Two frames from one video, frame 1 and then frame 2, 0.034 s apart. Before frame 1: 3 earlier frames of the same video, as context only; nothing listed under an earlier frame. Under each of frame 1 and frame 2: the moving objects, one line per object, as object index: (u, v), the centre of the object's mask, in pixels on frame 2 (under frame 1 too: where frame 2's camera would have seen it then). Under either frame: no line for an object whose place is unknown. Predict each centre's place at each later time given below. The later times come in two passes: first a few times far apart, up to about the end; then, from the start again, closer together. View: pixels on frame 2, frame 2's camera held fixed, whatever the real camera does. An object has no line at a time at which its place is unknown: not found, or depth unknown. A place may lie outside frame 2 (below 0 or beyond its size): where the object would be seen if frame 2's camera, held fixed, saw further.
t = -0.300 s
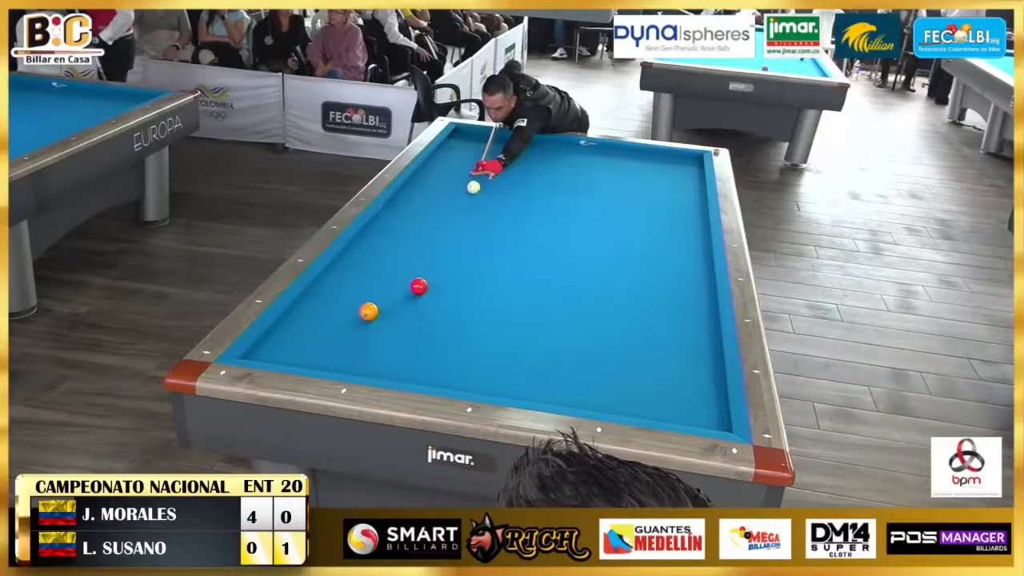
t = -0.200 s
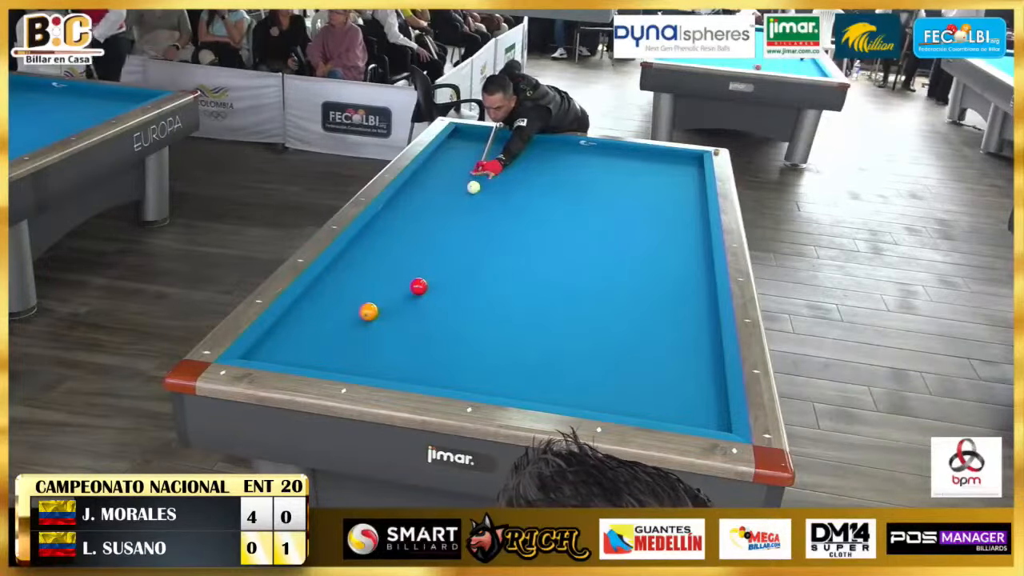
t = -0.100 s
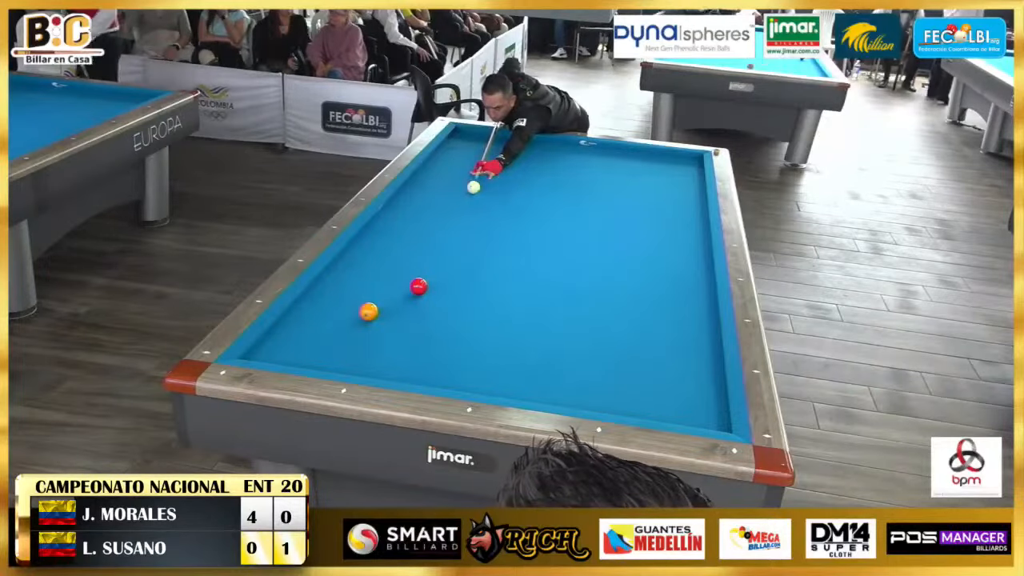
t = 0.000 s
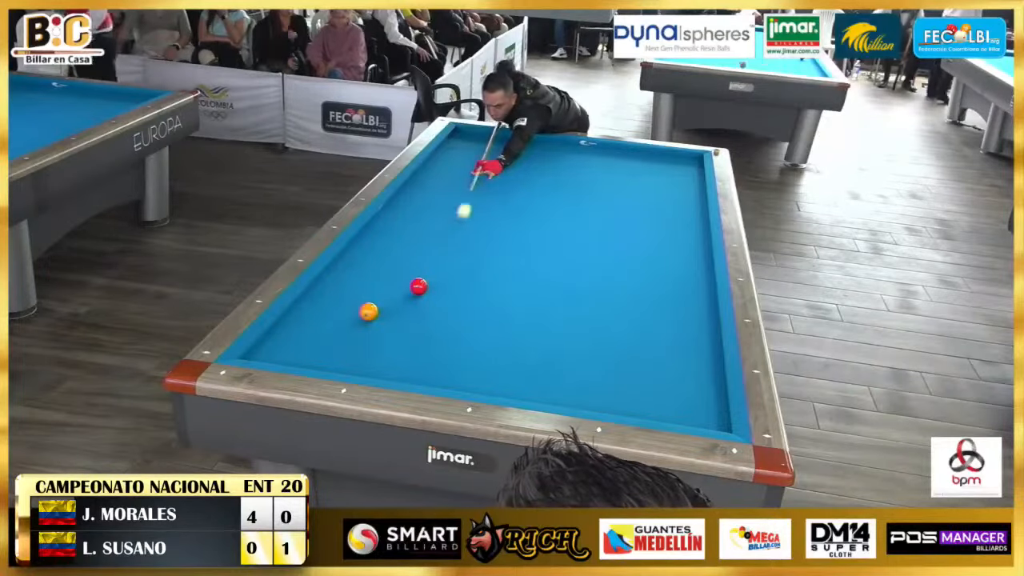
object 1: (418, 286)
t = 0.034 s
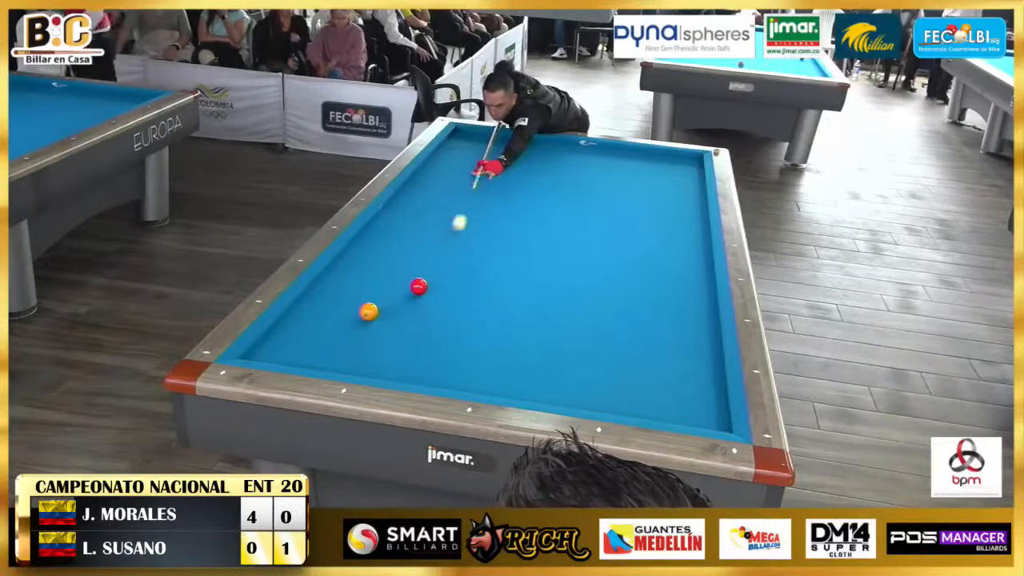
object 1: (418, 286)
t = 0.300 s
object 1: (355, 296)
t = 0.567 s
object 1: (320, 327)
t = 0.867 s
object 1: (365, 367)
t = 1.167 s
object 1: (440, 367)
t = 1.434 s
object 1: (507, 360)
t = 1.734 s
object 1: (577, 352)
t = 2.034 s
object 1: (642, 345)
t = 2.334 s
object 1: (703, 338)
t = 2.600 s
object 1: (685, 321)
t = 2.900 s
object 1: (653, 302)
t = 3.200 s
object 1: (625, 284)
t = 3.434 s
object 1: (608, 269)
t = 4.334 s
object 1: (536, 229)
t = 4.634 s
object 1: (520, 220)
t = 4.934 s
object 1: (505, 211)
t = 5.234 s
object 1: (490, 201)
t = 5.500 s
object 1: (477, 193)
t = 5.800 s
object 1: (464, 185)
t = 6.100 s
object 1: (452, 178)
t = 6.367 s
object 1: (442, 171)
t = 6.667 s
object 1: (432, 165)
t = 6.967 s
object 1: (434, 161)
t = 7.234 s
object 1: (443, 159)
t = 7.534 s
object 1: (451, 156)
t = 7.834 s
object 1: (459, 154)
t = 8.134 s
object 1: (467, 153)
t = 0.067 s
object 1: (418, 286)
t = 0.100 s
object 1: (418, 286)
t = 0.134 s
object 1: (418, 286)
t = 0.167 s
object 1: (418, 286)
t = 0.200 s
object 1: (409, 287)
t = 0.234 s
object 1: (391, 290)
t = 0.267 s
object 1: (373, 293)
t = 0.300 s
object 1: (355, 296)
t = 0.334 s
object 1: (338, 300)
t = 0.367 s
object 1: (321, 303)
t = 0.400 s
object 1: (304, 305)
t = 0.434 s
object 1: (295, 309)
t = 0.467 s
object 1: (302, 314)
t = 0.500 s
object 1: (308, 318)
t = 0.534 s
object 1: (315, 323)
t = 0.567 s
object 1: (320, 327)
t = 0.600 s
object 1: (325, 331)
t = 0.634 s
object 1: (330, 335)
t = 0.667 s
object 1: (335, 340)
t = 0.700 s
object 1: (340, 344)
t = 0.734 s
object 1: (345, 348)
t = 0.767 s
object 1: (350, 353)
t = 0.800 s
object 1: (355, 358)
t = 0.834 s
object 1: (360, 362)
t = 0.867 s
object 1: (365, 367)
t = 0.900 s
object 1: (371, 371)
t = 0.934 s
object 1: (378, 373)
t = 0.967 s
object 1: (387, 372)
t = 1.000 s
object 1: (397, 372)
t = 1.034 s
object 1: (406, 371)
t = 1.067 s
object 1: (415, 370)
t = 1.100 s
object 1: (424, 369)
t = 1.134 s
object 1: (432, 368)
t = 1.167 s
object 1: (440, 367)
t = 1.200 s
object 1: (449, 366)
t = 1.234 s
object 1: (458, 365)
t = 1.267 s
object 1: (466, 364)
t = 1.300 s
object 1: (475, 363)
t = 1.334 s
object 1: (483, 362)
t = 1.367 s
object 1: (491, 361)
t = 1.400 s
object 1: (499, 361)
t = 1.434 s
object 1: (507, 360)
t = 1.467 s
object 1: (515, 359)
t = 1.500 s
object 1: (524, 358)
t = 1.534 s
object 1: (532, 357)
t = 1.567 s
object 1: (539, 356)
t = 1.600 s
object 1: (547, 355)
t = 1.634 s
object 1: (554, 354)
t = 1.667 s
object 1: (562, 354)
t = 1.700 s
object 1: (570, 353)
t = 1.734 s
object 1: (577, 352)
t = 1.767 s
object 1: (585, 351)
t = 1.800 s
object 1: (592, 350)
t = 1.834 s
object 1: (599, 350)
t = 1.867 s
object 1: (607, 349)
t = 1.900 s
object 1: (614, 348)
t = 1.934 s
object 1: (621, 347)
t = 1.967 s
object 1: (628, 346)
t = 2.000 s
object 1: (635, 345)
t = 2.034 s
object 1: (642, 345)
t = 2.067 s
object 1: (649, 344)
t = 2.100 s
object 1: (656, 343)
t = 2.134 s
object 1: (663, 342)
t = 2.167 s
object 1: (670, 342)
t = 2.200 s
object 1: (676, 341)
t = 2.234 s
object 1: (683, 340)
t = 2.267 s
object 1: (690, 339)
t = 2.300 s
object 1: (696, 339)
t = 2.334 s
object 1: (703, 338)
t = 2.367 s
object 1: (709, 337)
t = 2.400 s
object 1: (710, 335)
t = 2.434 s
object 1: (705, 333)
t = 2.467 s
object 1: (700, 330)
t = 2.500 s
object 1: (696, 328)
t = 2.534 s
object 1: (692, 325)
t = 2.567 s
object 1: (689, 323)
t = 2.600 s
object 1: (685, 321)
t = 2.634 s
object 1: (681, 319)
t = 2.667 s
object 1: (677, 316)
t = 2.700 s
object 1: (674, 314)
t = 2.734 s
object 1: (670, 312)
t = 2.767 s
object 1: (667, 310)
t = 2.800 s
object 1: (663, 308)
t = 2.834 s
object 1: (660, 306)
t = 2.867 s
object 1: (657, 303)
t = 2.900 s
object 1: (653, 302)
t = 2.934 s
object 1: (650, 299)
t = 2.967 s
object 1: (647, 298)
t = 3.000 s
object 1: (643, 295)
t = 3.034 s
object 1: (641, 294)
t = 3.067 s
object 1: (637, 292)
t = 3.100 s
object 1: (634, 290)
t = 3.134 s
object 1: (631, 288)
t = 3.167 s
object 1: (628, 286)
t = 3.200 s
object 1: (625, 284)
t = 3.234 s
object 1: (622, 282)
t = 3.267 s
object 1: (619, 280)
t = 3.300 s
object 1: (616, 279)
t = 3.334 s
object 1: (613, 277)
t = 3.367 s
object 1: (610, 275)
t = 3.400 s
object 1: (608, 272)
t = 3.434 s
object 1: (608, 269)
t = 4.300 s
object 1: (543, 230)
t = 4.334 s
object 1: (536, 229)
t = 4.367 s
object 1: (538, 229)
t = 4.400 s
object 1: (535, 229)
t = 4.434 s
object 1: (534, 228)
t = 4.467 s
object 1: (532, 227)
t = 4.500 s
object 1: (529, 226)
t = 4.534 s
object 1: (527, 224)
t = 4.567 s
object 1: (526, 223)
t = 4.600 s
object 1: (523, 222)
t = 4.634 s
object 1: (520, 220)
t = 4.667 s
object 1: (520, 219)
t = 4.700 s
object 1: (518, 218)
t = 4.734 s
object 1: (516, 217)
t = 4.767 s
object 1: (514, 216)
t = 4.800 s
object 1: (512, 215)
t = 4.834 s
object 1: (510, 213)
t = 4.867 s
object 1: (508, 213)
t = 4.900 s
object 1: (507, 211)
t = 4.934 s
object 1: (505, 211)
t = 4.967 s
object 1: (503, 209)
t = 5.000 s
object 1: (501, 208)
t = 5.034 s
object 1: (500, 207)
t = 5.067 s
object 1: (498, 206)
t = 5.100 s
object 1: (496, 205)
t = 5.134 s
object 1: (494, 204)
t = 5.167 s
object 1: (493, 203)
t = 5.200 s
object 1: (491, 202)
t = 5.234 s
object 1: (490, 201)
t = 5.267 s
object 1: (488, 200)
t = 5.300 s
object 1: (486, 199)
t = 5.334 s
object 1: (485, 198)
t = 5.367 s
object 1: (483, 197)
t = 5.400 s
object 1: (482, 196)
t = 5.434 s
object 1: (480, 195)
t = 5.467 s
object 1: (479, 194)
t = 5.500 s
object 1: (477, 193)
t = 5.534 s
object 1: (476, 192)
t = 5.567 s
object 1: (474, 191)
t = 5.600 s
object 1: (473, 190)
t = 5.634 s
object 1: (471, 189)
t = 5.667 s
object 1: (469, 188)
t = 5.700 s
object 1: (468, 188)
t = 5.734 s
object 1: (467, 187)
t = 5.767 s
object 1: (466, 186)
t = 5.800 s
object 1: (464, 185)
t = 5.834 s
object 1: (463, 184)
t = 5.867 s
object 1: (461, 183)
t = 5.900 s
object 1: (460, 182)
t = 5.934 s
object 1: (459, 182)
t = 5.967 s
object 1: (457, 181)
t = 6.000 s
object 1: (456, 180)
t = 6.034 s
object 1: (454, 179)
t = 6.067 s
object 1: (453, 178)
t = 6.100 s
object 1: (452, 178)
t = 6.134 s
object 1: (451, 176)
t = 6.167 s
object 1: (449, 176)
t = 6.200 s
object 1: (448, 175)
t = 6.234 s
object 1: (447, 174)
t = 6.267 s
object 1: (446, 174)
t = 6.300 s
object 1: (444, 173)
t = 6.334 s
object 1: (443, 172)
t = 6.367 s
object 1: (442, 171)
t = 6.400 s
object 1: (441, 170)
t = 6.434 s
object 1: (440, 170)
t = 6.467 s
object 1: (439, 169)
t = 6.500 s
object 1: (437, 168)
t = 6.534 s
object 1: (436, 168)
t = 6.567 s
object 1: (435, 167)
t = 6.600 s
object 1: (434, 166)
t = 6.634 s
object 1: (433, 166)
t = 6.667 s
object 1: (432, 165)
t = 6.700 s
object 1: (431, 164)
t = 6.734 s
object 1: (430, 163)
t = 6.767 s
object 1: (429, 162)
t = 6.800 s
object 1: (428, 162)
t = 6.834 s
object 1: (430, 162)
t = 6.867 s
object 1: (431, 161)
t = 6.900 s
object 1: (431, 161)
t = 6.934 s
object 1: (433, 161)
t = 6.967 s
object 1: (434, 161)
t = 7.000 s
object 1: (435, 161)
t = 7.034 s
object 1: (436, 160)
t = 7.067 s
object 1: (437, 160)
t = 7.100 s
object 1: (439, 160)
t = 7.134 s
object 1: (439, 160)
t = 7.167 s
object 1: (440, 159)
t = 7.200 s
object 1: (442, 159)
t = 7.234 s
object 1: (443, 159)
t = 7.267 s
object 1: (443, 158)
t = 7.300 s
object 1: (444, 158)
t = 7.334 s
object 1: (445, 158)
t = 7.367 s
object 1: (447, 158)
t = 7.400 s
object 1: (448, 157)
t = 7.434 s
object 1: (449, 157)
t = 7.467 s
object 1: (450, 157)
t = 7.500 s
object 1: (450, 157)
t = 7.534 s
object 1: (451, 156)
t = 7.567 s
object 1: (452, 156)
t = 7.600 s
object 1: (453, 156)
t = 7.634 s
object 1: (454, 156)
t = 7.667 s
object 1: (455, 156)
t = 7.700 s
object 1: (456, 155)
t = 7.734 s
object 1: (457, 155)
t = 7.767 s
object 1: (458, 155)
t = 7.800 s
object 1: (459, 155)
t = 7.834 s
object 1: (459, 154)
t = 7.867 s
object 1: (460, 154)
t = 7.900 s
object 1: (461, 154)
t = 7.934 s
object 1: (462, 154)
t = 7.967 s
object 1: (463, 154)
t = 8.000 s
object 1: (464, 154)
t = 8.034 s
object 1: (465, 153)
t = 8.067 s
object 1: (466, 153)
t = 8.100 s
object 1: (466, 153)
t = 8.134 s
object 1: (467, 153)
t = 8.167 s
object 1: (468, 152)
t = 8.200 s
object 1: (468, 152)
